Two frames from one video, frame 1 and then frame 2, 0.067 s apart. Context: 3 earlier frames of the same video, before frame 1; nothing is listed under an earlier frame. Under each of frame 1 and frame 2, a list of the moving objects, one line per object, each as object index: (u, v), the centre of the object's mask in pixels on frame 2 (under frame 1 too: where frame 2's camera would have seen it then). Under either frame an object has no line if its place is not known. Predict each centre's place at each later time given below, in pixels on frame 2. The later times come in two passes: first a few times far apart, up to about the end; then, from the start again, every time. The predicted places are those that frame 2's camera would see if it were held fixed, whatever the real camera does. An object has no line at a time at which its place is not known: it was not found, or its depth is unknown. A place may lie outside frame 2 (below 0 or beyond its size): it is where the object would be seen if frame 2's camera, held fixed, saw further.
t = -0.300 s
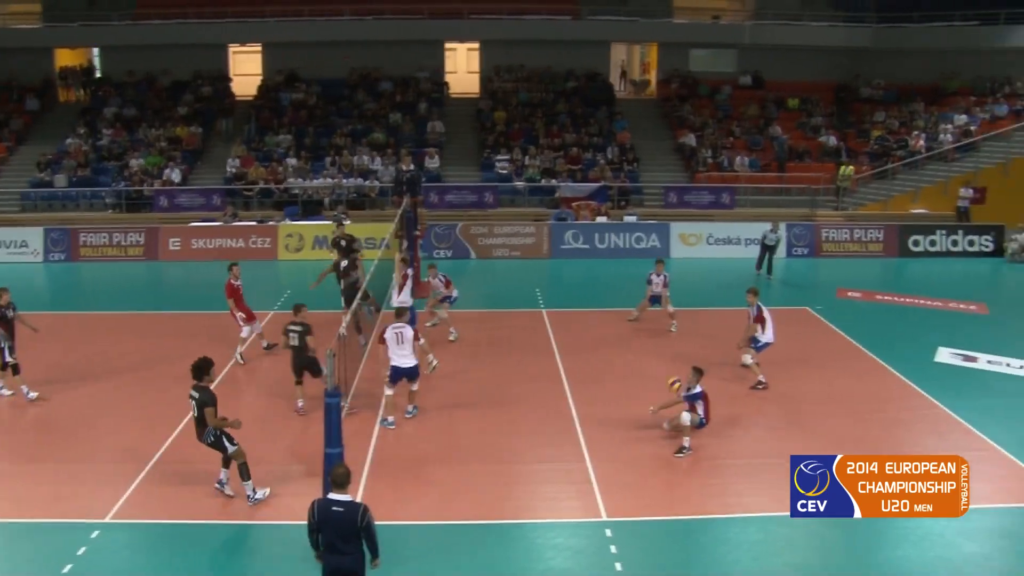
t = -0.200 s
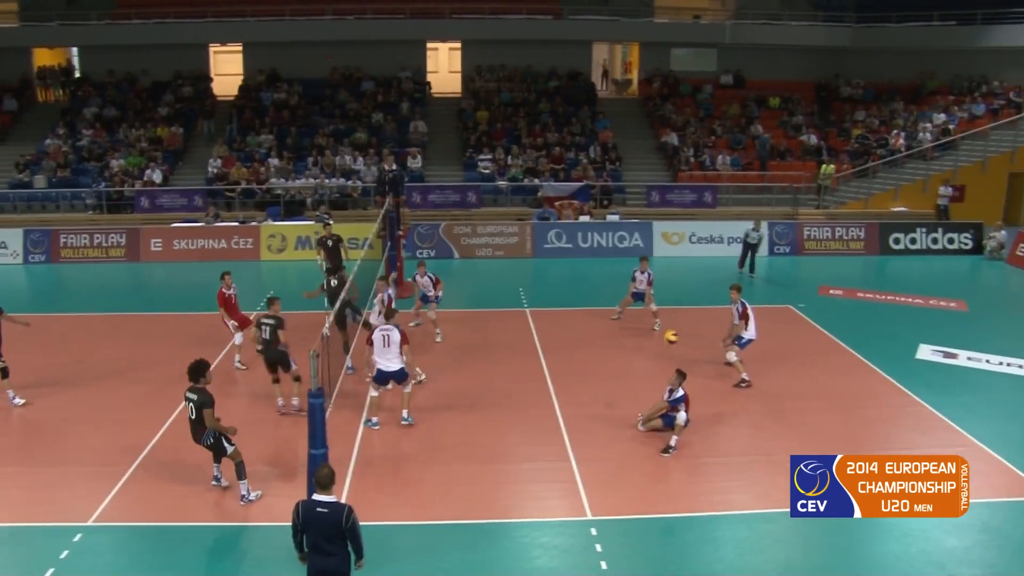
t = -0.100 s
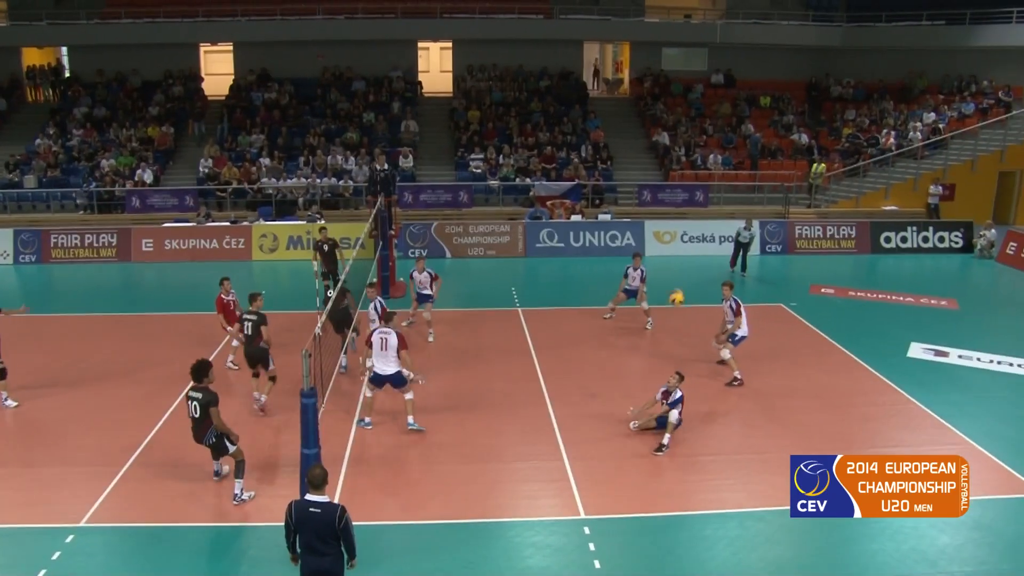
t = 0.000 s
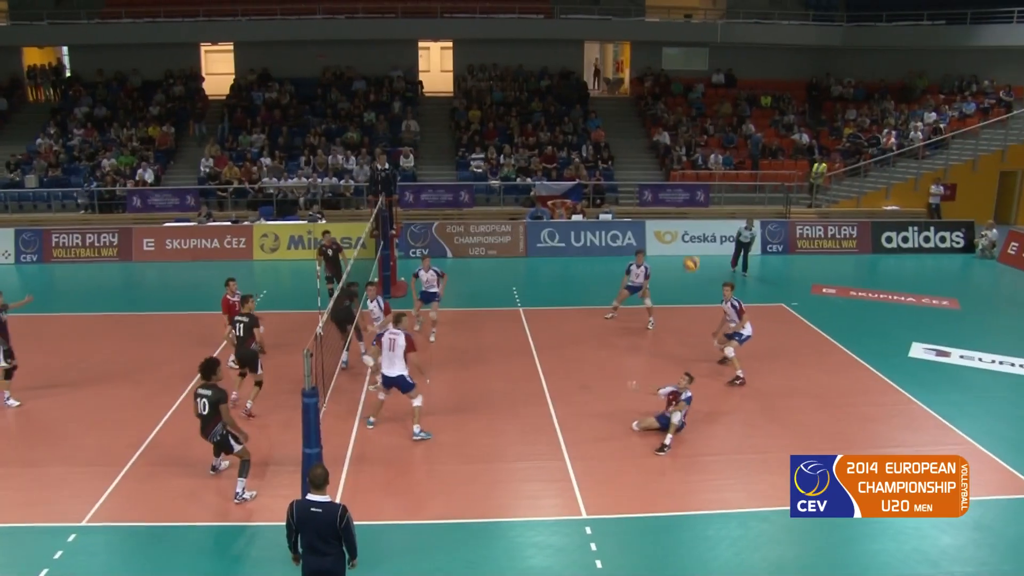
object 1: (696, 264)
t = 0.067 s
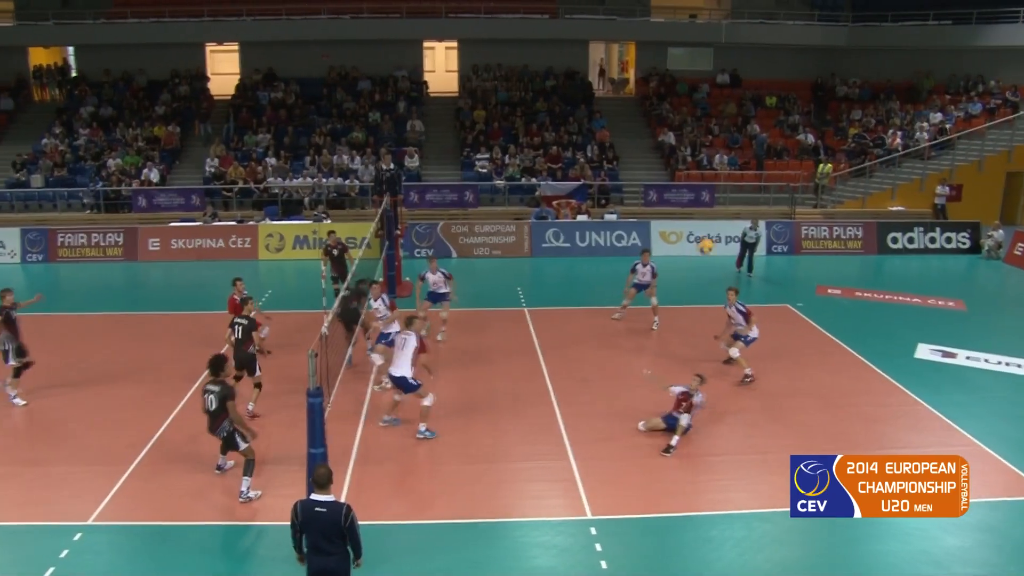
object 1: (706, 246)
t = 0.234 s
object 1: (731, 210)
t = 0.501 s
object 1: (766, 198)
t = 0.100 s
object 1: (711, 236)
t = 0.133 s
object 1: (717, 227)
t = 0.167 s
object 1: (720, 222)
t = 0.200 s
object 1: (725, 215)
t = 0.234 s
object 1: (731, 210)
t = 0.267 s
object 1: (734, 206)
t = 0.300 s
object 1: (740, 202)
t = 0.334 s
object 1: (744, 198)
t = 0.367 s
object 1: (748, 197)
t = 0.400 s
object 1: (753, 196)
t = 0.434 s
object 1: (758, 196)
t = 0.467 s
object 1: (762, 196)
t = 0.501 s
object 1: (766, 198)
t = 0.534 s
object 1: (771, 200)
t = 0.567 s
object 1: (774, 203)
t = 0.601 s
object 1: (778, 208)
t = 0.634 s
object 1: (784, 213)
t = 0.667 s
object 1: (786, 220)
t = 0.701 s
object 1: (791, 227)
